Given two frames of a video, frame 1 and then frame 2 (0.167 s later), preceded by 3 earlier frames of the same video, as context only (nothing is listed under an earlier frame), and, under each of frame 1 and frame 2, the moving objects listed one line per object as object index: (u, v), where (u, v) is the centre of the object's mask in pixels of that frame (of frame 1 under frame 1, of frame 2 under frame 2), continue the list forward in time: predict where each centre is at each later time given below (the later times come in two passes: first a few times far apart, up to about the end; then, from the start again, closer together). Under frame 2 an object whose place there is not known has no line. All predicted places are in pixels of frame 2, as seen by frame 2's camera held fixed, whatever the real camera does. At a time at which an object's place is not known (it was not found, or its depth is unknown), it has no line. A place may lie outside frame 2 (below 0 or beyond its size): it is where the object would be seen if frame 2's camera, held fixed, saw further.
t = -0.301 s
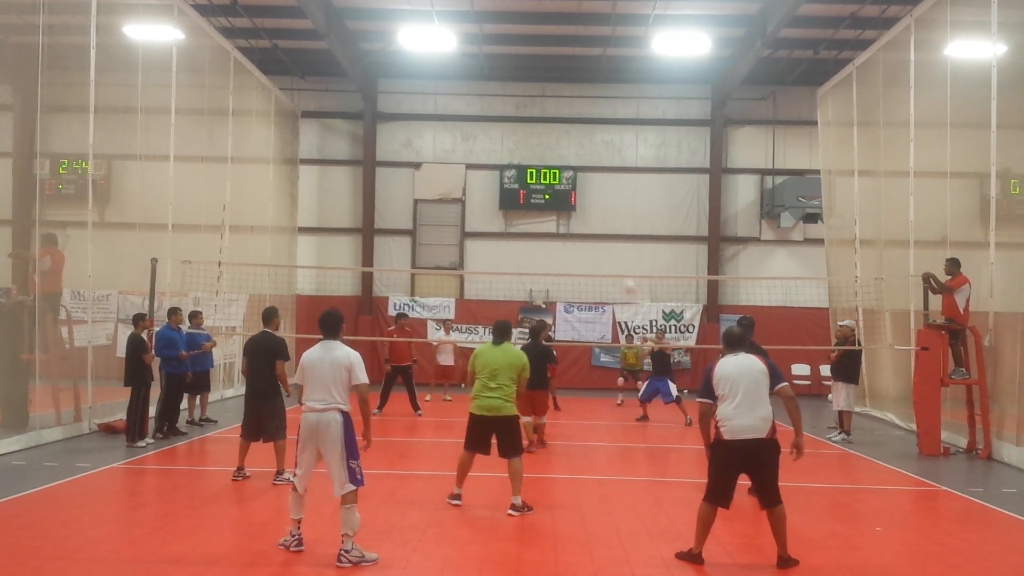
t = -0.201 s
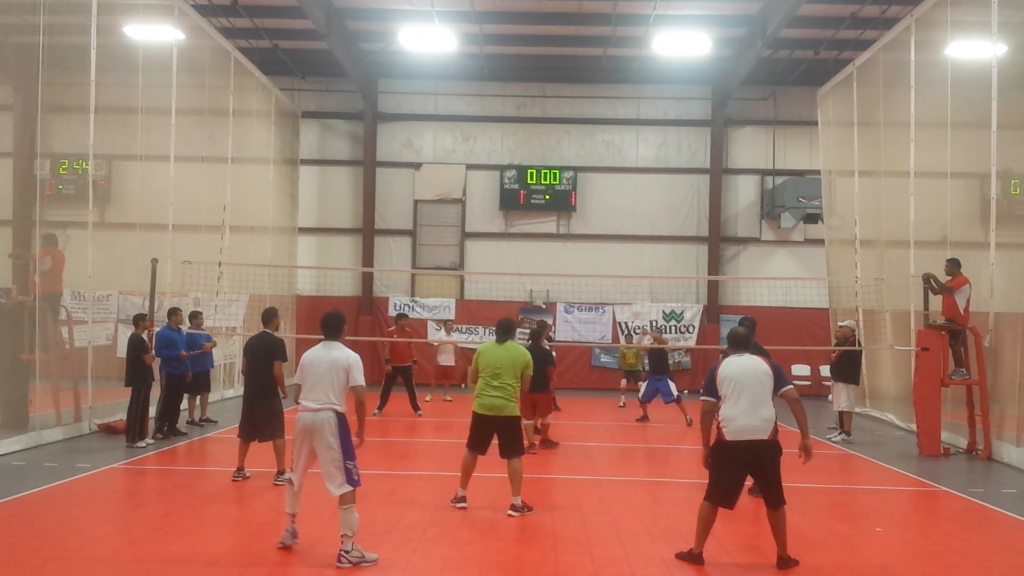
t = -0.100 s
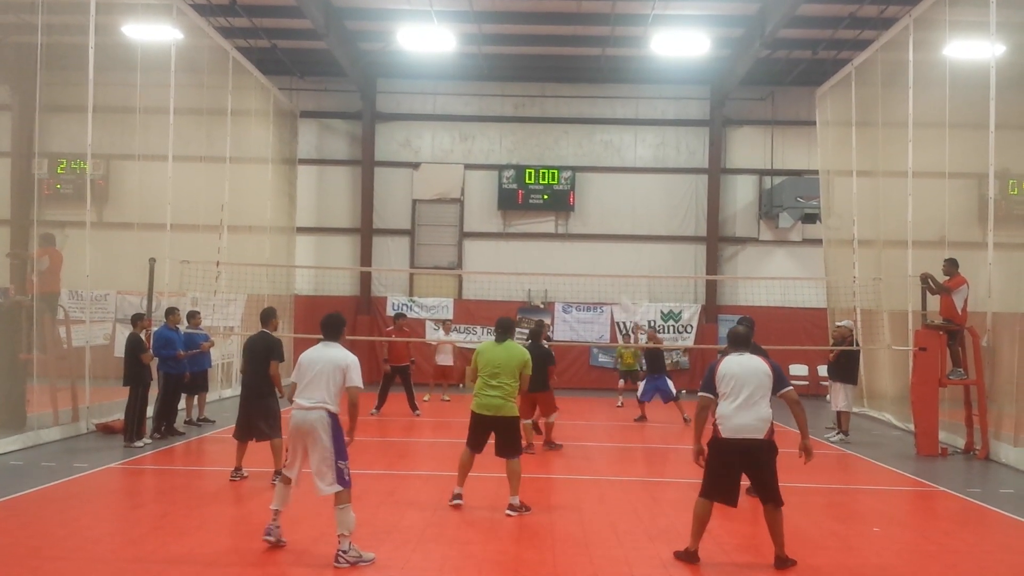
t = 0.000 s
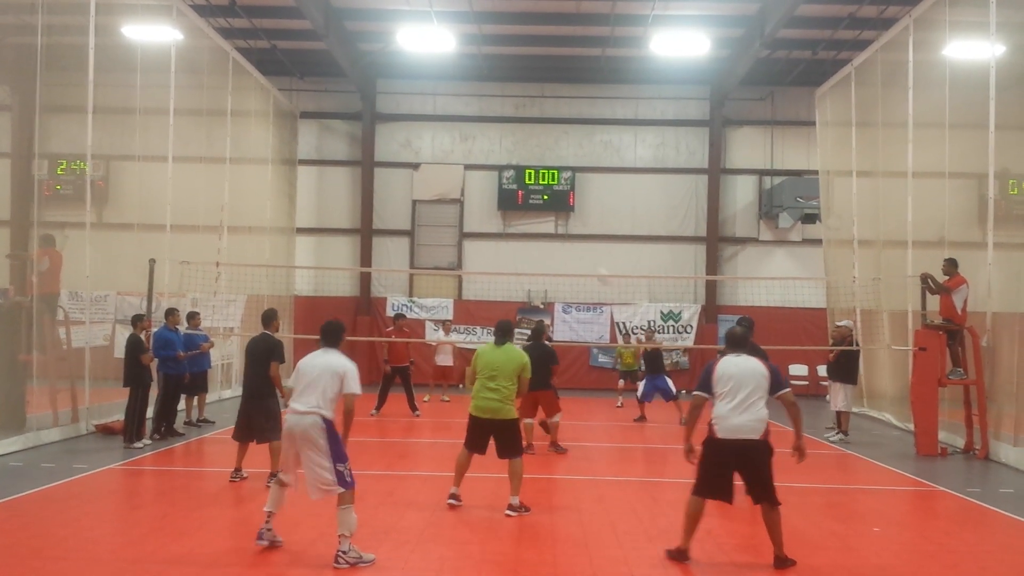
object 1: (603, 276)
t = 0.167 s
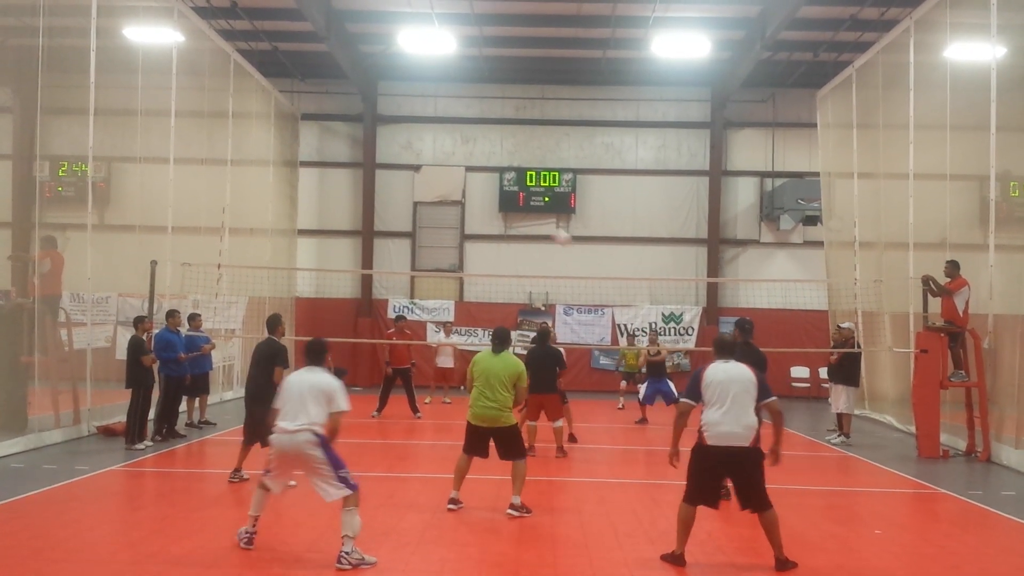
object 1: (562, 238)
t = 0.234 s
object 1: (542, 224)
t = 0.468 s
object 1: (460, 196)
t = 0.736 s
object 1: (338, 218)
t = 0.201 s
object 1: (553, 230)
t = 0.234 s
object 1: (542, 224)
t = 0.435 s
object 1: (473, 198)
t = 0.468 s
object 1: (460, 196)
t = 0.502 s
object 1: (449, 195)
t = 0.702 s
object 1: (357, 211)
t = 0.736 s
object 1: (338, 218)
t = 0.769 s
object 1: (321, 223)
